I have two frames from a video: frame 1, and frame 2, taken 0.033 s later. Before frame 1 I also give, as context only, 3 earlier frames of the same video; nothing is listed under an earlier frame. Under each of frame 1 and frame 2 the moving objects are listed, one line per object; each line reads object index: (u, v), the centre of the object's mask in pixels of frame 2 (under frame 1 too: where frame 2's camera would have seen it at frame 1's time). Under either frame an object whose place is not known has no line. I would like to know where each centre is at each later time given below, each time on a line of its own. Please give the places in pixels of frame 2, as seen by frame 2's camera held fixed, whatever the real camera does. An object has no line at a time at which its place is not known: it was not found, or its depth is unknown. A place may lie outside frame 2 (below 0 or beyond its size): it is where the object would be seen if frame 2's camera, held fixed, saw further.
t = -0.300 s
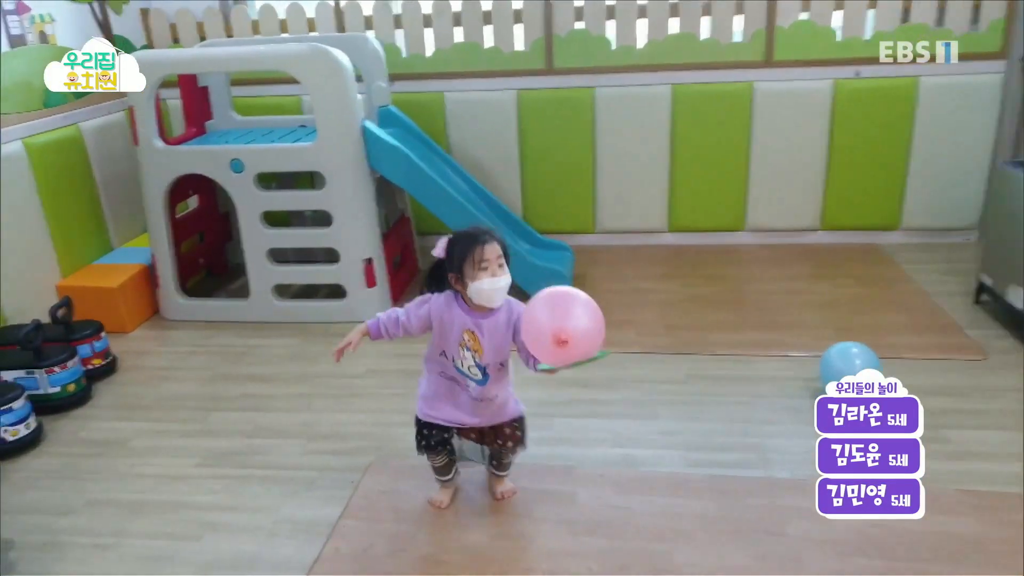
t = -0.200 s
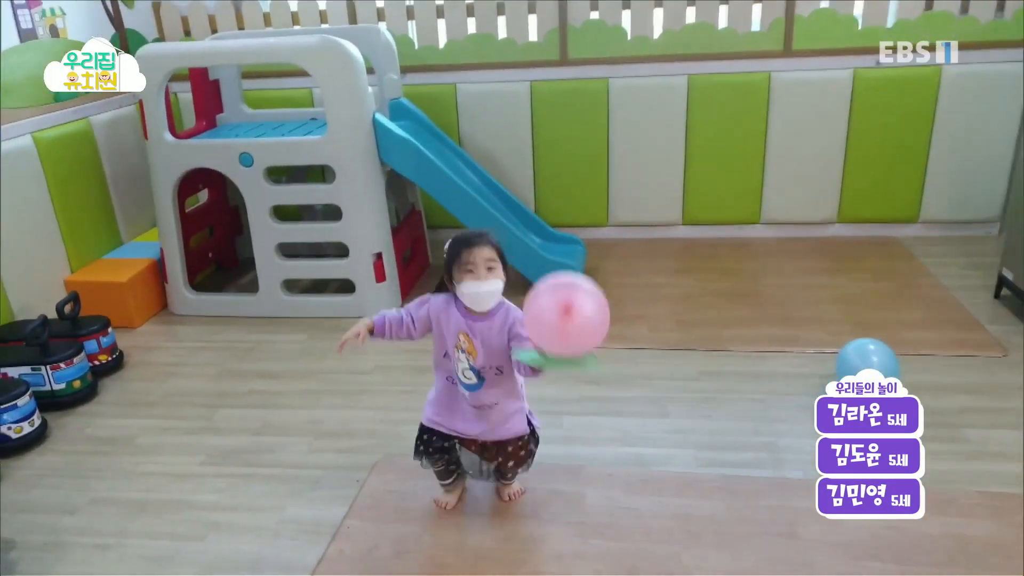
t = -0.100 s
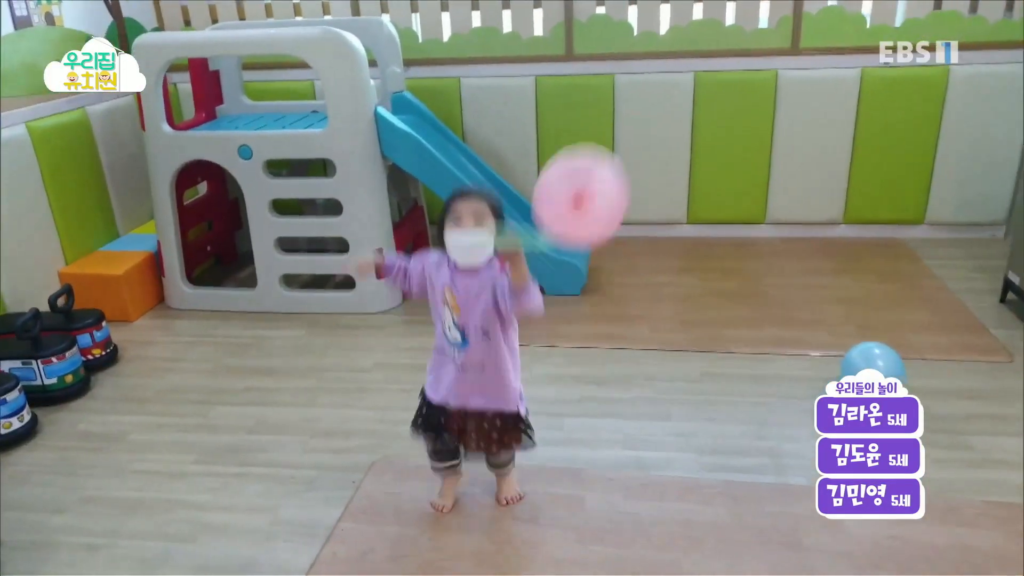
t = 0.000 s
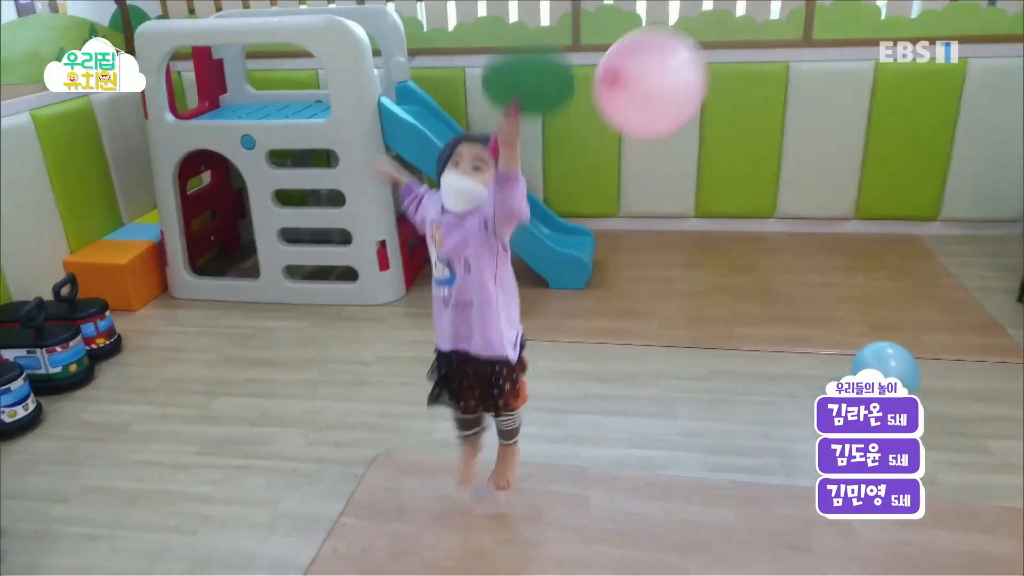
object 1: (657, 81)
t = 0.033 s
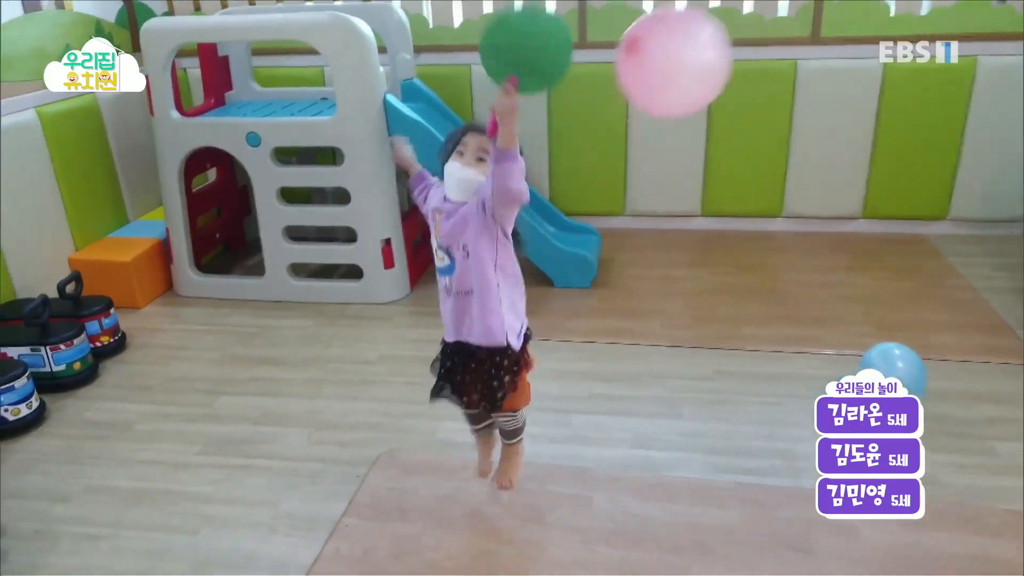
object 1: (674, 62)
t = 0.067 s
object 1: (684, 49)
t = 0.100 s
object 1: (690, 43)
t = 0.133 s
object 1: (697, 38)
